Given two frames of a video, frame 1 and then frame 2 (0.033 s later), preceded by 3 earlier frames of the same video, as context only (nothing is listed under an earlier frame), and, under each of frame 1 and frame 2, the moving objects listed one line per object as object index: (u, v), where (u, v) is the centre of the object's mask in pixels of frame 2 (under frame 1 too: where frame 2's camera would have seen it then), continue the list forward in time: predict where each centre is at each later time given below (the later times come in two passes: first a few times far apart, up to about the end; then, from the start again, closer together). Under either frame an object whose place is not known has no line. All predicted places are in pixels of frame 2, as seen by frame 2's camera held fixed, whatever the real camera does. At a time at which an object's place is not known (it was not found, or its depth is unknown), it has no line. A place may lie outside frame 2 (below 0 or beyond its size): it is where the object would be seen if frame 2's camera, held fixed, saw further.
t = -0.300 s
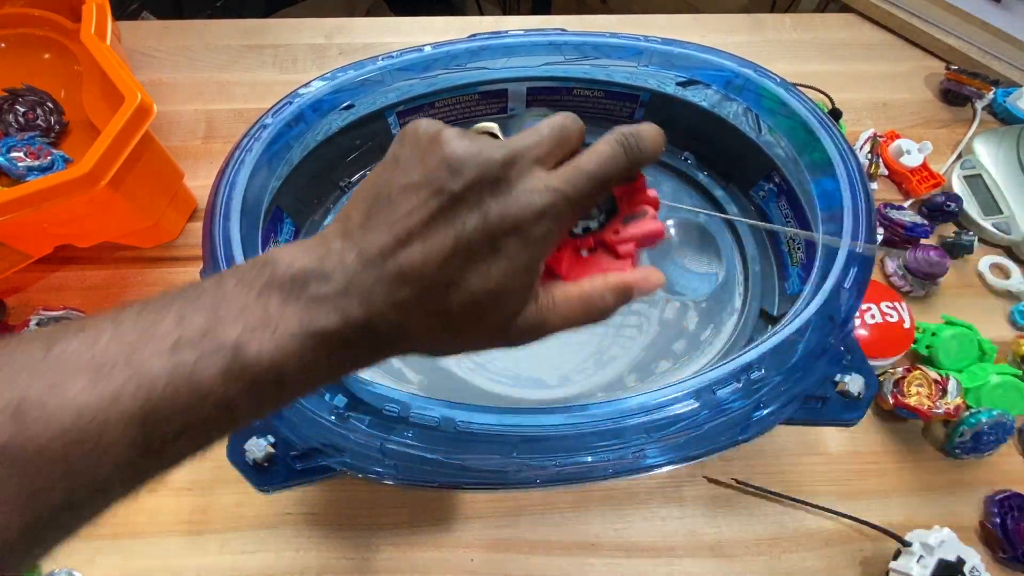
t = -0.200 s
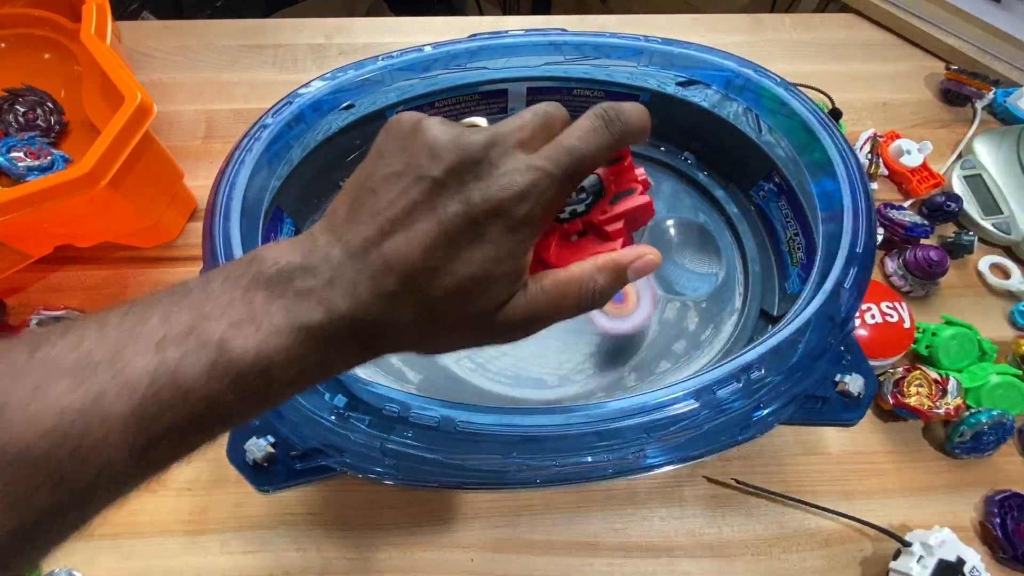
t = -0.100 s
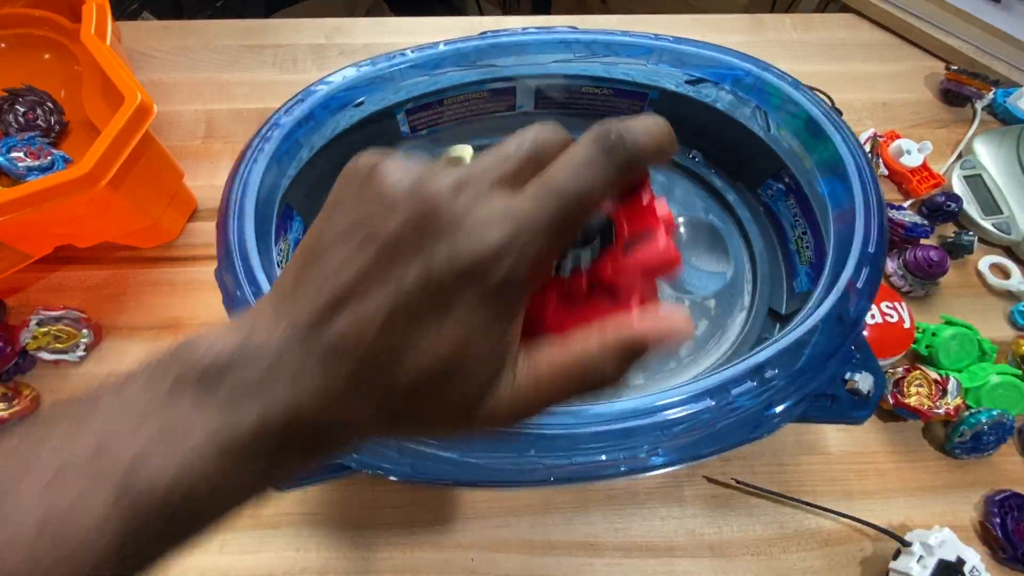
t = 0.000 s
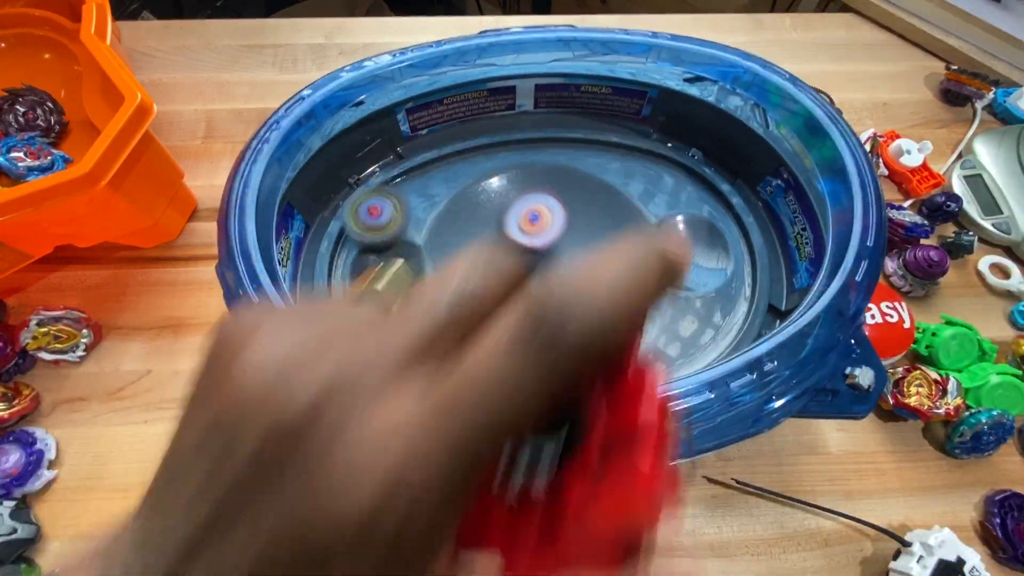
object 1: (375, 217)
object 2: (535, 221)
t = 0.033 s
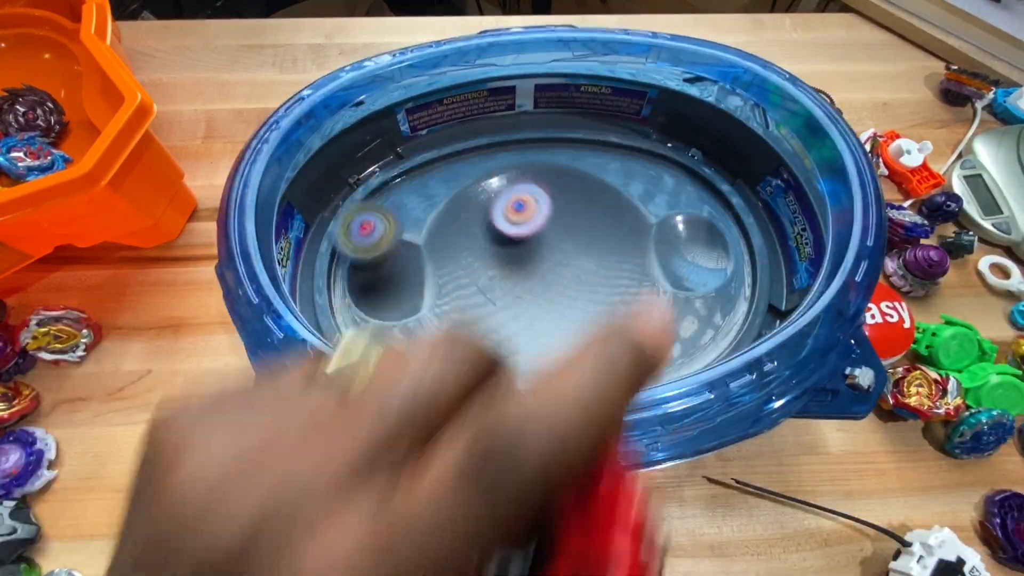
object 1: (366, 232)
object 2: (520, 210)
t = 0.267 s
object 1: (433, 363)
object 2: (483, 207)
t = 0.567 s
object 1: (672, 353)
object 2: (581, 316)
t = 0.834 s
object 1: (745, 221)
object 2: (555, 287)
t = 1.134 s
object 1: (576, 136)
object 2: (488, 184)
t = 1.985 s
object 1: (585, 307)
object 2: (689, 341)
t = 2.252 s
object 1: (543, 209)
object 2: (572, 276)
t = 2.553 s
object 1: (368, 315)
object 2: (485, 353)
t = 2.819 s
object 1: (329, 349)
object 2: (564, 349)
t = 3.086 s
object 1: (489, 257)
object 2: (549, 291)
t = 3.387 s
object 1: (571, 264)
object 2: (573, 342)
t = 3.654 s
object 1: (535, 320)
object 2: (497, 370)
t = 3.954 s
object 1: (555, 321)
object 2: (471, 271)
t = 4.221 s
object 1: (616, 343)
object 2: (549, 252)
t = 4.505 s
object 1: (575, 351)
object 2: (507, 283)
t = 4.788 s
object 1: (502, 350)
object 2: (436, 272)
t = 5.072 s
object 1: (537, 365)
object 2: (482, 250)
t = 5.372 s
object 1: (647, 434)
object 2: (448, 194)
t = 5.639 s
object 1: (648, 371)
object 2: (420, 242)
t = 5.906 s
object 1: (540, 270)
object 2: (543, 367)
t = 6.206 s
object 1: (439, 274)
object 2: (580, 373)
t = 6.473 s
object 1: (540, 350)
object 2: (507, 244)
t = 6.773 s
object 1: (604, 269)
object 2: (512, 279)
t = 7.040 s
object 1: (485, 297)
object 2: (533, 377)
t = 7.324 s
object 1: (461, 362)
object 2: (538, 343)
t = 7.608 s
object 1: (494, 327)
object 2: (568, 240)
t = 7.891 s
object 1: (479, 306)
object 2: (545, 278)
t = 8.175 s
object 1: (476, 344)
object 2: (556, 326)
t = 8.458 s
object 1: (499, 332)
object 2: (572, 299)
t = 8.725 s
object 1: (491, 300)
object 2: (545, 316)
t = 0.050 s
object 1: (363, 243)
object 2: (512, 204)
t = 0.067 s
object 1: (360, 255)
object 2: (507, 200)
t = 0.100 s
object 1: (362, 279)
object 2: (497, 194)
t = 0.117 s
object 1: (363, 289)
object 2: (493, 192)
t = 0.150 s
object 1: (374, 309)
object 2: (486, 190)
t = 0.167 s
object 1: (381, 319)
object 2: (483, 190)
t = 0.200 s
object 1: (395, 337)
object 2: (480, 194)
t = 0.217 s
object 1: (403, 344)
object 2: (479, 196)
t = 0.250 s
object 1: (423, 357)
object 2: (480, 203)
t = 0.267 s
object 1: (433, 363)
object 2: (483, 207)
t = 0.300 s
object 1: (454, 372)
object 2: (488, 218)
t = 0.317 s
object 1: (465, 376)
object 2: (492, 225)
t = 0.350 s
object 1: (489, 382)
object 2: (501, 239)
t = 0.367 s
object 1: (504, 383)
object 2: (506, 247)
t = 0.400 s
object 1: (534, 383)
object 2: (518, 261)
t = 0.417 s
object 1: (549, 382)
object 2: (524, 267)
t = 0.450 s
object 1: (580, 378)
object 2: (538, 281)
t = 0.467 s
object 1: (594, 376)
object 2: (546, 287)
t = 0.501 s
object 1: (624, 372)
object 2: (559, 299)
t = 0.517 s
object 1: (637, 365)
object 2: (565, 304)
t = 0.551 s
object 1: (661, 359)
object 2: (576, 313)
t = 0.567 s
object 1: (672, 353)
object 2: (581, 316)
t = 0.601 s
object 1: (692, 341)
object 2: (589, 320)
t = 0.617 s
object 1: (701, 334)
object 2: (592, 321)
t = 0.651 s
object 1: (717, 319)
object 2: (595, 322)
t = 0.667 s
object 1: (724, 310)
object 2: (595, 322)
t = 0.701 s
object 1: (734, 293)
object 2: (593, 319)
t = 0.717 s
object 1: (738, 285)
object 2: (591, 316)
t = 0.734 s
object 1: (742, 276)
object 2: (588, 314)
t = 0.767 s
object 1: (746, 258)
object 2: (580, 307)
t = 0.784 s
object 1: (747, 249)
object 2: (574, 302)
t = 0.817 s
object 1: (747, 231)
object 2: (562, 293)
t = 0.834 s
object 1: (745, 221)
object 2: (555, 287)
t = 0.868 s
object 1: (740, 202)
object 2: (541, 275)
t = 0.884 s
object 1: (735, 194)
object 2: (534, 269)
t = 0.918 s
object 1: (721, 181)
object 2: (519, 255)
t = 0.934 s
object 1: (712, 175)
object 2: (513, 248)
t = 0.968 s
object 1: (695, 162)
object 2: (501, 234)
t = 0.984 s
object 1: (685, 157)
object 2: (496, 227)
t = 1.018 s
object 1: (662, 147)
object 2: (488, 214)
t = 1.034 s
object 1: (651, 144)
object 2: (486, 208)
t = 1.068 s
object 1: (627, 140)
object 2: (484, 198)
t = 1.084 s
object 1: (614, 137)
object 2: (483, 194)
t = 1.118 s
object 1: (589, 136)
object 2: (486, 187)
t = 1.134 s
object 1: (576, 136)
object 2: (488, 184)
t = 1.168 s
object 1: (553, 137)
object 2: (495, 182)
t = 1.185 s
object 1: (543, 137)
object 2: (498, 183)
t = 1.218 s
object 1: (531, 135)
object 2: (502, 200)
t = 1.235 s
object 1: (526, 142)
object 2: (503, 210)
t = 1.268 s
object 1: (517, 152)
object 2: (507, 232)
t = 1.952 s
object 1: (570, 328)
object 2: (697, 350)
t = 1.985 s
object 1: (585, 307)
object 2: (689, 341)
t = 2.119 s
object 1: (599, 237)
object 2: (648, 297)
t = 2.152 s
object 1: (591, 226)
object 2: (632, 285)
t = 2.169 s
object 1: (586, 223)
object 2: (624, 280)
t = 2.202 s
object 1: (571, 215)
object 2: (605, 276)
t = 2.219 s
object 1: (563, 212)
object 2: (594, 276)
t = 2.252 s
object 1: (543, 209)
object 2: (572, 276)
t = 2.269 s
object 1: (533, 211)
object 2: (560, 276)
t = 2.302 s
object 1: (513, 216)
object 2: (536, 280)
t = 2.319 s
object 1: (502, 220)
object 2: (524, 282)
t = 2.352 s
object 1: (479, 228)
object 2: (504, 292)
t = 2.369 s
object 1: (469, 230)
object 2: (495, 299)
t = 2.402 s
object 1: (447, 239)
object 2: (481, 311)
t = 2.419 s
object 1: (439, 246)
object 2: (475, 316)
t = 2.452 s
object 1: (422, 263)
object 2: (466, 324)
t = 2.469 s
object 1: (414, 272)
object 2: (463, 327)
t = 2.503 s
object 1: (399, 292)
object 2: (466, 336)
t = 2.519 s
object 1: (390, 298)
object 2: (472, 342)
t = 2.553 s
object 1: (368, 315)
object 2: (485, 353)
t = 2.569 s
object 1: (359, 320)
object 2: (491, 357)
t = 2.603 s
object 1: (336, 333)
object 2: (504, 365)
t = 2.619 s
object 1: (327, 338)
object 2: (511, 367)
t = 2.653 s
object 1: (316, 343)
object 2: (523, 370)
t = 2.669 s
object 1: (313, 346)
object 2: (529, 370)
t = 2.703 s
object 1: (310, 350)
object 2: (540, 368)
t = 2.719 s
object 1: (310, 351)
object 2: (544, 367)
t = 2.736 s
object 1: (310, 351)
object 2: (549, 365)
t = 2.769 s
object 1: (314, 351)
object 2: (556, 360)
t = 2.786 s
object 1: (318, 351)
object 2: (560, 356)
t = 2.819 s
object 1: (329, 349)
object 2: (564, 349)
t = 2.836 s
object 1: (338, 346)
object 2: (566, 346)
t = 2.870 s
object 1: (358, 338)
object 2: (568, 337)
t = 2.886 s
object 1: (369, 331)
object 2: (568, 333)
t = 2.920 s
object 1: (385, 314)
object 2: (567, 325)
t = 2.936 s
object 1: (393, 305)
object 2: (566, 320)
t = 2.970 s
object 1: (411, 290)
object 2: (562, 311)
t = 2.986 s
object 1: (420, 284)
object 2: (560, 308)
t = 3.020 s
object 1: (444, 273)
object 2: (555, 300)
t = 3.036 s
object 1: (456, 270)
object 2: (553, 296)
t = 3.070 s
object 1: (480, 262)
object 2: (547, 290)
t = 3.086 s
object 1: (489, 257)
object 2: (549, 291)
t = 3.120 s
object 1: (501, 247)
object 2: (556, 293)
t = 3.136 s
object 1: (508, 241)
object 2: (559, 295)
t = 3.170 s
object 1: (519, 235)
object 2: (565, 299)
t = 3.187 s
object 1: (525, 234)
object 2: (568, 301)
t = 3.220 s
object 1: (537, 233)
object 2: (572, 307)
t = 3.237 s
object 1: (541, 232)
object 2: (573, 309)
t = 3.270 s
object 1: (551, 237)
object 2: (575, 314)
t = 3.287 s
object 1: (555, 240)
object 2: (576, 316)
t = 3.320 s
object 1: (563, 250)
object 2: (575, 322)
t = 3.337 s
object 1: (566, 256)
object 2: (575, 324)
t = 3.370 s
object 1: (570, 263)
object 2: (573, 333)
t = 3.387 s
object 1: (571, 264)
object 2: (573, 342)
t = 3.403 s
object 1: (571, 266)
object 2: (572, 350)
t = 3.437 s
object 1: (570, 269)
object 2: (569, 365)
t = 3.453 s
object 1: (569, 273)
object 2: (567, 372)
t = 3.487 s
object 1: (566, 280)
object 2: (560, 384)
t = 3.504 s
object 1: (564, 282)
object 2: (556, 388)
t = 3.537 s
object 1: (560, 292)
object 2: (545, 392)
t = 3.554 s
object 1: (557, 295)
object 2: (538, 392)
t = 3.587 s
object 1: (550, 305)
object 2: (524, 388)
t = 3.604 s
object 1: (546, 313)
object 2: (518, 384)
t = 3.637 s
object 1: (538, 319)
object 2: (505, 373)
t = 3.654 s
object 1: (535, 320)
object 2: (497, 370)
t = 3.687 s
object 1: (532, 319)
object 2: (482, 366)
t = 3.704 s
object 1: (530, 320)
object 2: (475, 363)
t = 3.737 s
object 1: (528, 320)
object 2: (465, 355)
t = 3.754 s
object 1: (527, 320)
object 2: (461, 349)
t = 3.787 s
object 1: (526, 320)
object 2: (457, 336)
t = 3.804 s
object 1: (526, 320)
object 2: (456, 330)
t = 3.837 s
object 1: (526, 320)
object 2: (458, 316)
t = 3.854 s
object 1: (528, 320)
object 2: (458, 310)
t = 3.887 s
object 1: (537, 320)
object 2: (457, 296)
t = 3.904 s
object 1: (542, 321)
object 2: (459, 289)
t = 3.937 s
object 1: (551, 321)
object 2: (466, 277)
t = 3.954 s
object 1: (555, 321)
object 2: (471, 271)
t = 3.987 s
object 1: (563, 322)
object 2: (482, 263)
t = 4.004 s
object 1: (566, 321)
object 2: (489, 259)
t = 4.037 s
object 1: (573, 320)
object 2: (503, 254)
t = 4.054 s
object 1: (576, 319)
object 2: (511, 253)
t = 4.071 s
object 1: (579, 318)
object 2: (519, 253)
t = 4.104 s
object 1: (582, 316)
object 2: (534, 255)
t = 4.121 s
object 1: (582, 316)
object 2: (542, 257)
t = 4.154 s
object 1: (592, 323)
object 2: (547, 258)
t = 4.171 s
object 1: (598, 327)
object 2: (547, 255)
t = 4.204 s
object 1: (612, 338)
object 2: (548, 252)
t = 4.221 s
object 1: (616, 343)
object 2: (549, 252)
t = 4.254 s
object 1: (622, 349)
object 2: (549, 253)
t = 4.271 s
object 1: (624, 352)
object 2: (550, 255)
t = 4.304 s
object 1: (624, 354)
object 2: (551, 259)
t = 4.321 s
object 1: (622, 355)
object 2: (551, 261)
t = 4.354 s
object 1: (617, 354)
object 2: (550, 267)
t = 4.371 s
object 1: (613, 354)
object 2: (549, 271)
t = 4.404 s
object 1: (602, 350)
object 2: (545, 278)
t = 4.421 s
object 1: (596, 347)
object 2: (542, 282)
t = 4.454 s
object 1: (582, 342)
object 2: (535, 289)
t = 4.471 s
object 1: (579, 343)
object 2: (527, 290)
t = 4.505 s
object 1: (575, 351)
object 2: (507, 283)
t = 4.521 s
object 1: (572, 353)
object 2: (497, 281)
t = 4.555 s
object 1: (565, 360)
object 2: (478, 275)
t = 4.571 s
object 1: (560, 362)
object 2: (470, 272)
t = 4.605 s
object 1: (552, 365)
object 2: (455, 267)
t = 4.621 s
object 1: (546, 365)
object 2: (448, 265)
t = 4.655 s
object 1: (537, 365)
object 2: (438, 262)
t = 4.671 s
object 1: (533, 366)
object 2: (434, 261)
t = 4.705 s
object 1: (522, 363)
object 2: (430, 261)
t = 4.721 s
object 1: (520, 361)
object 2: (429, 261)
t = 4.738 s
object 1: (515, 360)
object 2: (430, 263)
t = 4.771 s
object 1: (506, 354)
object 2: (432, 269)
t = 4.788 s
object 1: (502, 350)
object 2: (436, 272)
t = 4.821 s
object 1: (496, 345)
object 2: (444, 281)
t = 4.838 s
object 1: (491, 340)
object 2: (449, 285)
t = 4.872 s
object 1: (496, 347)
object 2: (451, 279)
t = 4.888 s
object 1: (504, 354)
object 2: (451, 271)
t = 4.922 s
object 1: (513, 365)
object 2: (452, 260)
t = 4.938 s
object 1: (518, 370)
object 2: (454, 255)
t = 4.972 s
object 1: (526, 373)
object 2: (459, 249)
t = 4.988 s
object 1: (528, 376)
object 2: (461, 247)
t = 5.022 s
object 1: (533, 373)
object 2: (468, 246)
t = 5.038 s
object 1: (535, 371)
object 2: (473, 246)
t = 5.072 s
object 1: (537, 365)
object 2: (482, 250)
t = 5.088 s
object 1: (536, 360)
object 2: (488, 254)
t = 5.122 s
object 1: (536, 350)
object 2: (497, 262)
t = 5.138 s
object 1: (534, 345)
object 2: (502, 269)
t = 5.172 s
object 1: (532, 338)
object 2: (510, 279)
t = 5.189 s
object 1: (545, 351)
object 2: (504, 267)
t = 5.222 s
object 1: (569, 375)
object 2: (490, 243)
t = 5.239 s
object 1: (582, 388)
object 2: (483, 233)
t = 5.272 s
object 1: (603, 403)
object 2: (471, 216)
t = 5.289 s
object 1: (611, 412)
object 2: (468, 211)
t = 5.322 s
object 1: (628, 425)
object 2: (460, 203)
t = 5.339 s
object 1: (635, 430)
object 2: (456, 200)
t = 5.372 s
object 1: (647, 434)
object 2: (448, 194)
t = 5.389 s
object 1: (650, 433)
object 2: (445, 193)
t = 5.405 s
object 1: (653, 427)
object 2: (442, 192)
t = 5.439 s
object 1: (657, 417)
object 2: (437, 192)
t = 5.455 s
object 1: (656, 412)
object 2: (434, 192)
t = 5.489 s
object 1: (657, 402)
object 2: (429, 196)
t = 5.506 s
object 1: (658, 395)
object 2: (428, 199)
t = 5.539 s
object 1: (659, 386)
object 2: (424, 207)
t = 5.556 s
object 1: (655, 383)
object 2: (422, 211)
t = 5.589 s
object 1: (654, 377)
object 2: (419, 221)
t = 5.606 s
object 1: (652, 375)
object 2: (419, 227)
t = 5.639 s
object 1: (648, 371)
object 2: (420, 242)
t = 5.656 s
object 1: (644, 367)
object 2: (422, 251)
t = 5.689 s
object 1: (638, 358)
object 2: (432, 269)
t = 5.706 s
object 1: (634, 354)
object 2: (439, 277)
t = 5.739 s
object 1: (620, 343)
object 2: (455, 295)
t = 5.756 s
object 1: (613, 337)
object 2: (464, 302)
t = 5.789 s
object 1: (596, 322)
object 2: (482, 316)
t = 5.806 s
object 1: (588, 315)
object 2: (492, 323)
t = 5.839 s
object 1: (571, 302)
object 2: (511, 335)
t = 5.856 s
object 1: (561, 297)
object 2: (521, 342)
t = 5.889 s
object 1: (547, 279)
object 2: (536, 359)
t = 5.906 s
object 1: (540, 270)
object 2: (543, 367)
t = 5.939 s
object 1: (525, 255)
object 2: (556, 383)
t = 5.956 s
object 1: (517, 250)
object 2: (562, 388)
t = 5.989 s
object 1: (502, 241)
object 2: (572, 398)
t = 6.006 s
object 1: (494, 239)
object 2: (575, 402)
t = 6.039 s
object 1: (482, 237)
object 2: (581, 405)
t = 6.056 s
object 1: (474, 237)
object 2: (584, 406)
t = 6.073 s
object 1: (469, 239)
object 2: (585, 405)
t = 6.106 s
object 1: (458, 244)
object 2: (587, 403)
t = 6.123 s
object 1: (453, 248)
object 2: (587, 400)
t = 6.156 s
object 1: (445, 258)
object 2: (585, 392)
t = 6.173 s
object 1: (443, 263)
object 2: (585, 386)
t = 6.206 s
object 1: (439, 274)
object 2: (580, 373)
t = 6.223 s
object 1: (437, 282)
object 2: (577, 366)
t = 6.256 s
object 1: (438, 298)
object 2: (569, 350)
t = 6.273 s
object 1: (441, 305)
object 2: (563, 342)
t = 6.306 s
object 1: (451, 321)
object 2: (555, 325)
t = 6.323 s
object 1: (457, 328)
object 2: (549, 316)
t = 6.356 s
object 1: (475, 340)
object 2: (539, 298)
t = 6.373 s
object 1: (484, 343)
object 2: (533, 290)
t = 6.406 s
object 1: (503, 348)
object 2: (524, 274)
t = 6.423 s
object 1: (513, 350)
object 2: (519, 266)
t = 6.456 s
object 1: (532, 350)
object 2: (511, 250)
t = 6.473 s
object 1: (540, 350)
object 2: (507, 244)
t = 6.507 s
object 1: (557, 346)
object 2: (501, 232)
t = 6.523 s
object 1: (565, 343)
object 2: (499, 228)
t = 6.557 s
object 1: (579, 336)
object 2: (496, 223)
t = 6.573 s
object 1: (586, 332)
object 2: (495, 222)
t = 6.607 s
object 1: (596, 323)
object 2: (495, 223)
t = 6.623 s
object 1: (601, 317)
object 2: (496, 225)
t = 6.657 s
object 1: (607, 307)
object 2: (499, 233)
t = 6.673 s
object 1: (609, 302)
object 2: (500, 237)
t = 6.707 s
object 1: (611, 289)
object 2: (504, 248)
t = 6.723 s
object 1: (610, 283)
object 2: (505, 256)
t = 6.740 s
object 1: (609, 278)
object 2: (509, 263)
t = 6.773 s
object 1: (604, 269)
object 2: (512, 279)
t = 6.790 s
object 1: (600, 264)
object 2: (516, 287)
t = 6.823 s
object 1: (588, 258)
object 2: (520, 304)
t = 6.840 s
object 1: (579, 256)
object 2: (524, 313)
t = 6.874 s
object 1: (563, 254)
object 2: (526, 327)
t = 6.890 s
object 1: (554, 256)
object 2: (529, 336)
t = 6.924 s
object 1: (537, 261)
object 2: (531, 349)
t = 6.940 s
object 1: (528, 264)
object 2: (534, 356)
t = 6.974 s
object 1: (512, 274)
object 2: (534, 364)
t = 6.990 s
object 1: (504, 278)
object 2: (535, 370)
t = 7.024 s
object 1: (491, 290)
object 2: (534, 374)
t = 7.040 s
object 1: (485, 297)
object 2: (533, 377)
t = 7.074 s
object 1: (476, 311)
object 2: (532, 377)
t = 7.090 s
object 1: (472, 316)
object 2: (529, 377)
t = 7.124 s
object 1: (466, 330)
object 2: (527, 374)
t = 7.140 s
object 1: (463, 336)
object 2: (525, 373)
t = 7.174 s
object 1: (458, 342)
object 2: (527, 371)
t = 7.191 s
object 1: (455, 347)
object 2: (529, 369)
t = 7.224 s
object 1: (451, 353)
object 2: (531, 367)
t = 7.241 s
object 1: (451, 355)
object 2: (532, 362)
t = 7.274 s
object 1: (454, 360)
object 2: (535, 357)
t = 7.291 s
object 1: (455, 361)
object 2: (535, 353)
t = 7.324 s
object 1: (461, 362)
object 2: (538, 343)
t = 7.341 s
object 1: (463, 362)
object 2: (539, 339)
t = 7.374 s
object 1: (471, 361)
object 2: (540, 328)
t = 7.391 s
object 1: (476, 359)
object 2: (541, 323)
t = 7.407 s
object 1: (480, 357)
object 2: (541, 319)
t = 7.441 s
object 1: (488, 350)
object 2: (543, 307)
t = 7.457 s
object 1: (491, 345)
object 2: (544, 302)
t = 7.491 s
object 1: (497, 338)
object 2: (544, 290)
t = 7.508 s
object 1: (500, 335)
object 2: (546, 286)
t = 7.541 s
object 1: (497, 328)
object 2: (552, 270)
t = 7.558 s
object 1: (495, 328)
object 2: (558, 262)
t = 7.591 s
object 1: (494, 328)
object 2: (564, 246)
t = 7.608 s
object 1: (494, 327)
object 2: (568, 240)
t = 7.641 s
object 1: (491, 325)
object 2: (573, 232)
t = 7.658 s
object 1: (490, 325)
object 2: (575, 228)
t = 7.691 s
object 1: (487, 319)
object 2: (578, 224)
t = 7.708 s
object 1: (485, 317)
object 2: (579, 223)
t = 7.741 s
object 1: (483, 314)
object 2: (577, 226)
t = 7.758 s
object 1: (481, 312)
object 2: (575, 228)
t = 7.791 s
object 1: (477, 310)
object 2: (571, 236)
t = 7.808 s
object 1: (478, 309)
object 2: (568, 241)
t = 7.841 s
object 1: (476, 306)
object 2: (559, 254)
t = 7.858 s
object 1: (476, 306)
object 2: (555, 261)
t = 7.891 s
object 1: (479, 306)
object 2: (545, 278)
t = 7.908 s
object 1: (481, 305)
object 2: (540, 286)
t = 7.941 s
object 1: (478, 310)
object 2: (534, 295)
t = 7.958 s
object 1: (477, 312)
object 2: (533, 300)
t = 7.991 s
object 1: (475, 317)
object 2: (529, 304)
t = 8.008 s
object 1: (474, 321)
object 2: (528, 307)
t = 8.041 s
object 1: (477, 325)
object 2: (528, 312)
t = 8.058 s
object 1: (479, 329)
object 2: (529, 316)
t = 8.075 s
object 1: (484, 330)
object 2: (530, 319)
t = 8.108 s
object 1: (478, 333)
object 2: (536, 324)
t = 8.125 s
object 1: (477, 335)
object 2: (541, 325)
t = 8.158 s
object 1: (474, 342)
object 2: (551, 325)
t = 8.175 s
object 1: (476, 344)
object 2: (556, 326)
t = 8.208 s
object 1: (478, 348)
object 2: (564, 325)
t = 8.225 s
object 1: (480, 349)
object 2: (565, 324)
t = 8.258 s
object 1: (488, 350)
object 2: (564, 321)
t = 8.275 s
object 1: (491, 350)
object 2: (563, 319)
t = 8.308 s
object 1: (503, 345)
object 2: (559, 318)
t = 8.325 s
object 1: (503, 342)
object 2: (558, 318)
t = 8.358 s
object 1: (504, 340)
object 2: (563, 312)
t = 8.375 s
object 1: (501, 340)
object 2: (565, 310)
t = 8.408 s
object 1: (502, 336)
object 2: (570, 303)
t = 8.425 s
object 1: (501, 336)
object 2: (571, 301)
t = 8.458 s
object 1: (499, 332)
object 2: (572, 299)
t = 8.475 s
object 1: (498, 330)
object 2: (572, 299)
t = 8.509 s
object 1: (495, 326)
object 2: (571, 299)
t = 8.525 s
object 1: (493, 322)
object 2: (570, 299)
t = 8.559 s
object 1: (491, 318)
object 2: (568, 300)
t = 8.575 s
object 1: (488, 318)
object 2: (566, 300)
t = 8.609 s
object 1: (487, 314)
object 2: (561, 302)
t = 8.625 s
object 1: (488, 314)
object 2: (559, 302)
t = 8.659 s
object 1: (488, 312)
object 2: (554, 304)
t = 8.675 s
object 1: (490, 310)
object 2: (552, 305)
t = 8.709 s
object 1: (490, 303)
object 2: (546, 312)
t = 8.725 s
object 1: (491, 300)
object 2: (545, 316)
